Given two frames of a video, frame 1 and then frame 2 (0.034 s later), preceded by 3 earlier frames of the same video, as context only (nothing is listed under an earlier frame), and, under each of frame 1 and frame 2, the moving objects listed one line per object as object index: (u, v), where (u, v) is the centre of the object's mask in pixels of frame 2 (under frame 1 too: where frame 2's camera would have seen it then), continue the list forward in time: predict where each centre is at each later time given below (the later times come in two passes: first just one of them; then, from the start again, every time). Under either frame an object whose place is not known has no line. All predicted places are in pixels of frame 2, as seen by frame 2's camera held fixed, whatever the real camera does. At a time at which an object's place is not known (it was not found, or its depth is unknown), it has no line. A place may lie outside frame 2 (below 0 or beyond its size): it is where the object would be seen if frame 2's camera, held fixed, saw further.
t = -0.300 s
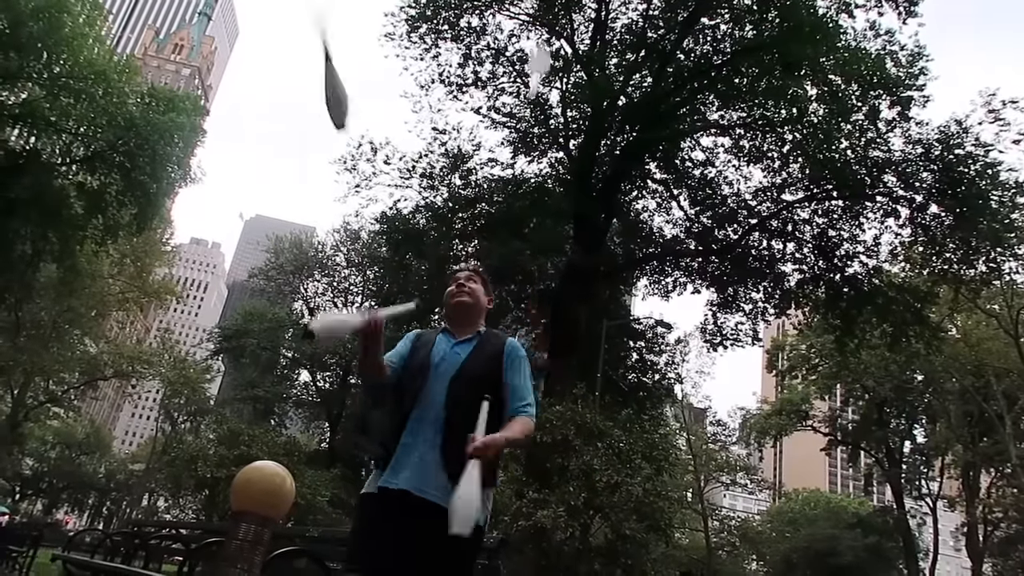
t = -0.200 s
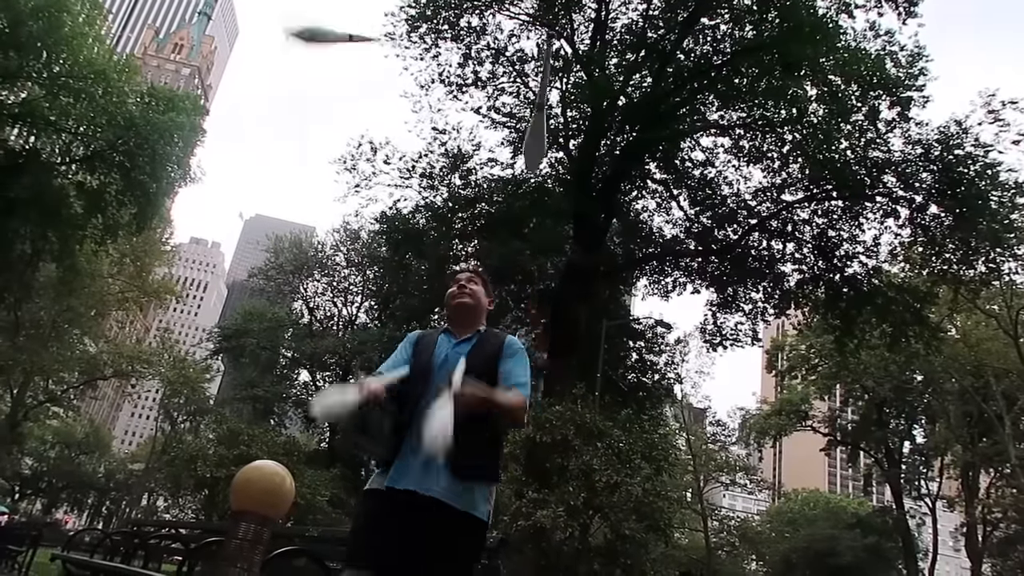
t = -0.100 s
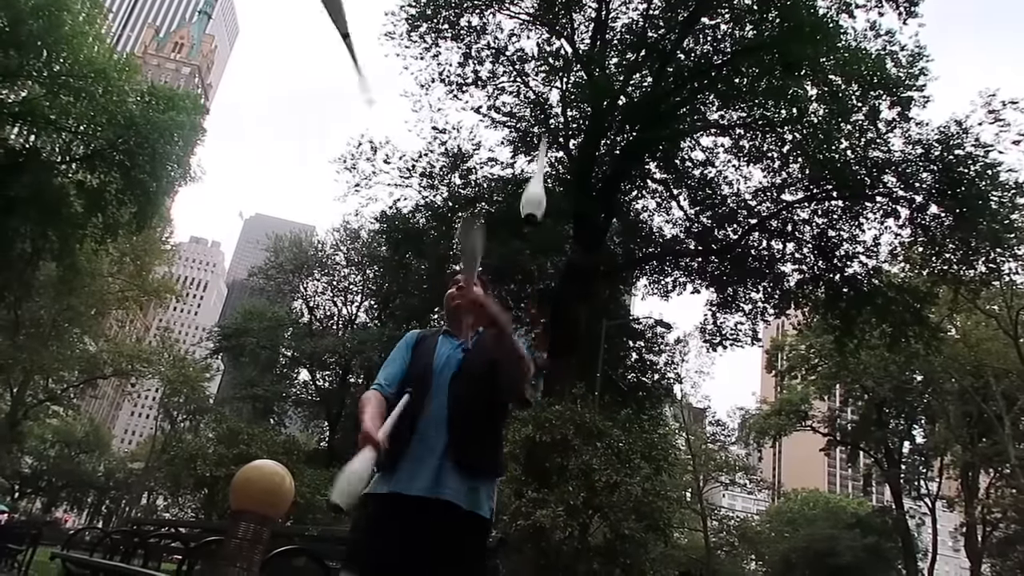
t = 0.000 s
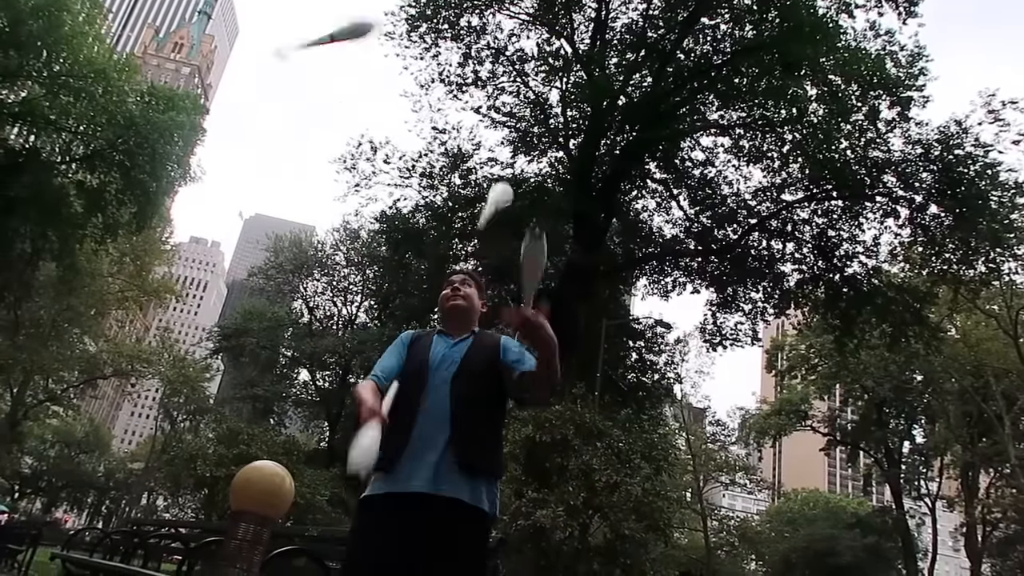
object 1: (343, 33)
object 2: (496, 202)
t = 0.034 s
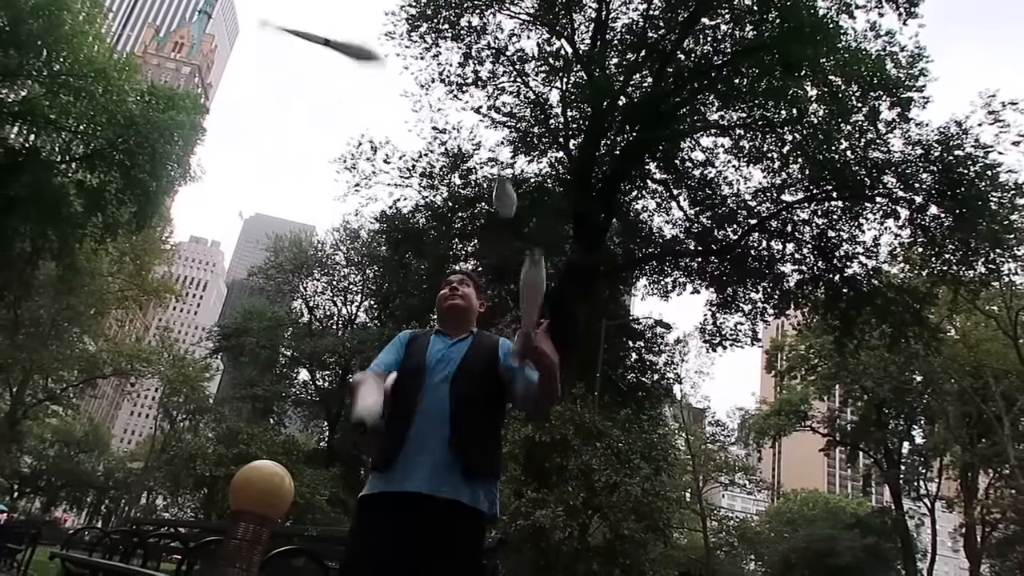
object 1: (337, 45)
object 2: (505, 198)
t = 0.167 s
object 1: (310, 117)
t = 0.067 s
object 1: (331, 56)
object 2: (508, 189)
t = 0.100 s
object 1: (326, 72)
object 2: (512, 179)
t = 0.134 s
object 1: (320, 91)
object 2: (517, 158)
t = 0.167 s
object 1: (310, 117)
